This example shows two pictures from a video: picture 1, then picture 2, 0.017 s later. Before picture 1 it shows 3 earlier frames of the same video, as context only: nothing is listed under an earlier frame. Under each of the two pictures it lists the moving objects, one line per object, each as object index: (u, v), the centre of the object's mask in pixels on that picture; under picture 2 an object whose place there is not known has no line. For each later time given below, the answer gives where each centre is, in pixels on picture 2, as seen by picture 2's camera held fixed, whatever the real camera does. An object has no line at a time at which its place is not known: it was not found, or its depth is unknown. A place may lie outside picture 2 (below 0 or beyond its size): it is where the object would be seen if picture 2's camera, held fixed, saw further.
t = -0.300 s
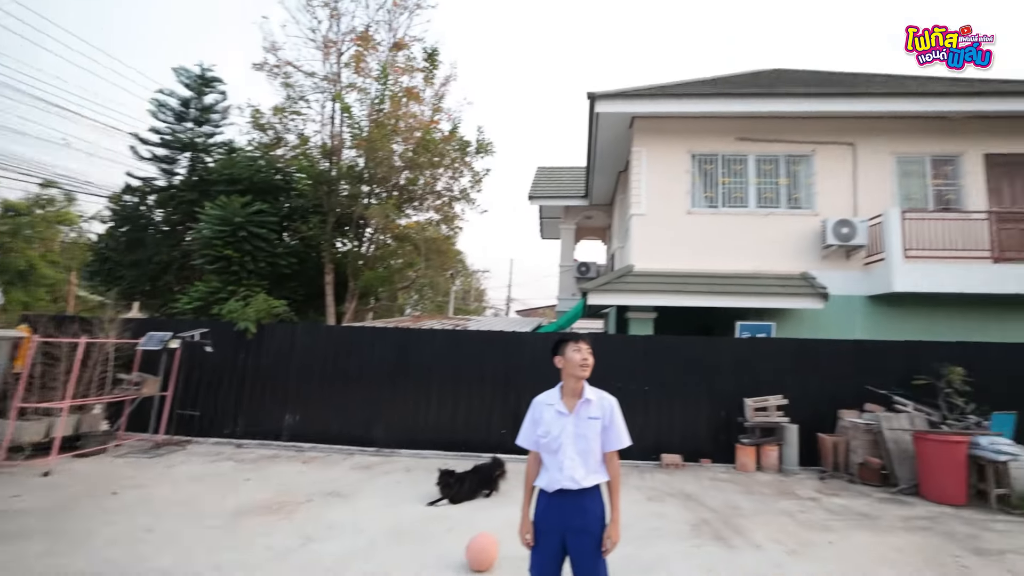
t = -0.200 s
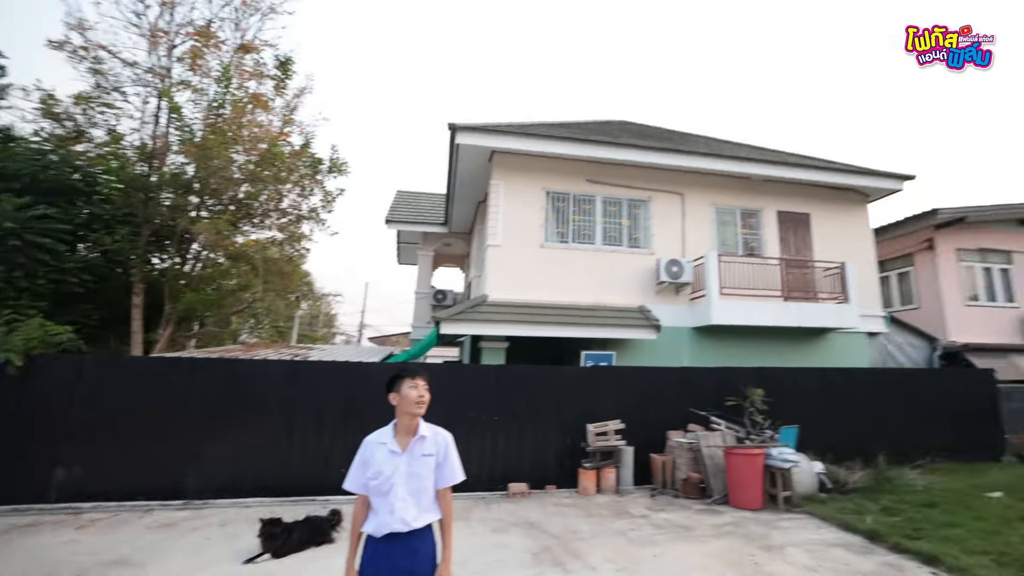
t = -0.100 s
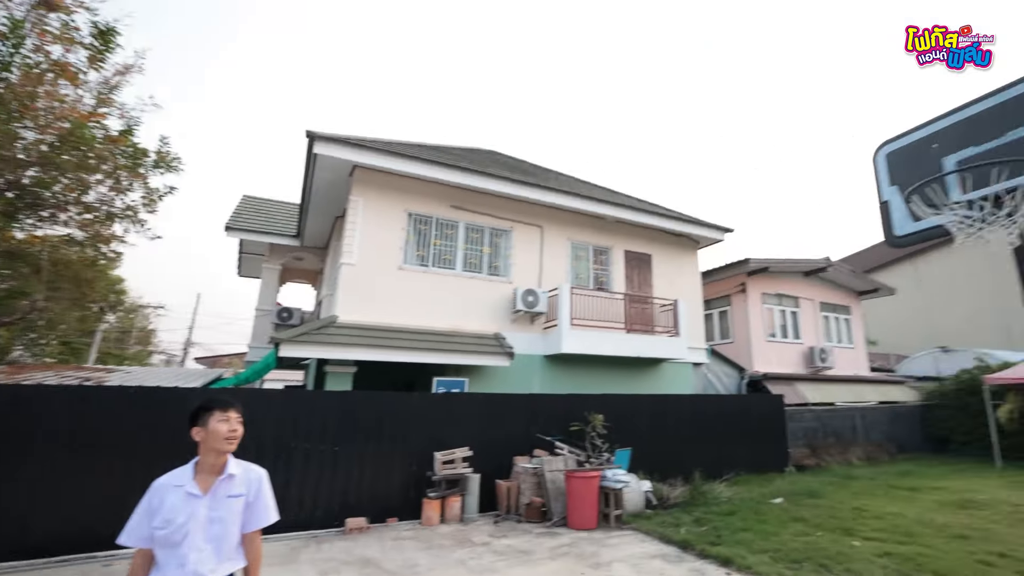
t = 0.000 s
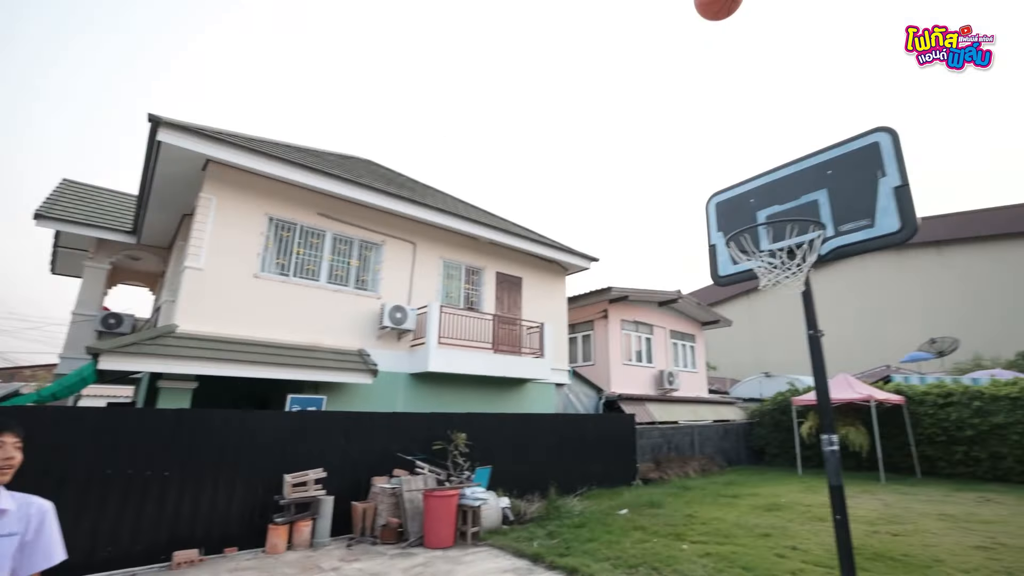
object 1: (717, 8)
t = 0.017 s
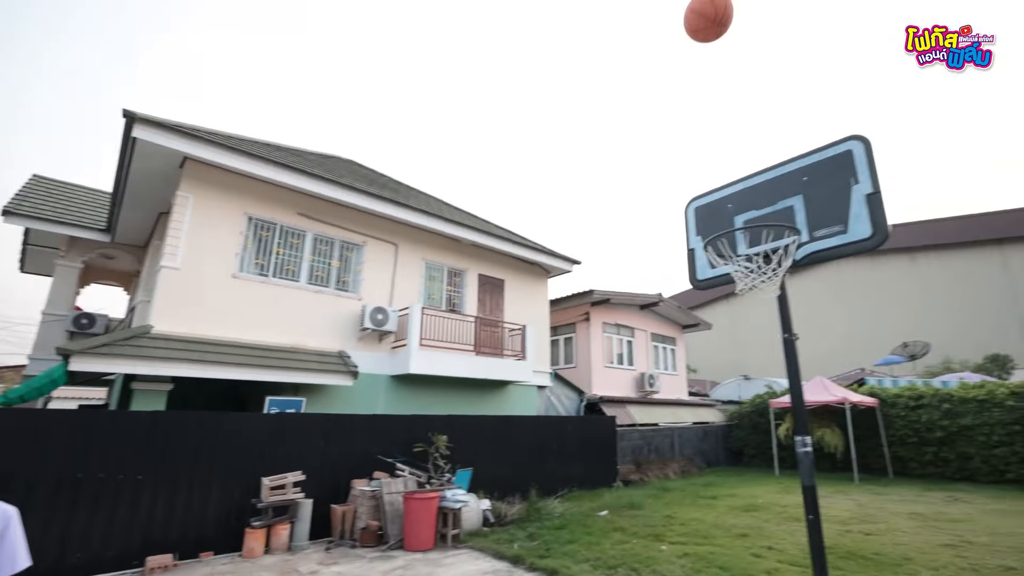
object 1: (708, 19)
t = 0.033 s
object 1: (719, 28)
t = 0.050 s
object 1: (728, 41)
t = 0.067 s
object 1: (738, 55)
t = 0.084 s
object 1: (746, 68)
